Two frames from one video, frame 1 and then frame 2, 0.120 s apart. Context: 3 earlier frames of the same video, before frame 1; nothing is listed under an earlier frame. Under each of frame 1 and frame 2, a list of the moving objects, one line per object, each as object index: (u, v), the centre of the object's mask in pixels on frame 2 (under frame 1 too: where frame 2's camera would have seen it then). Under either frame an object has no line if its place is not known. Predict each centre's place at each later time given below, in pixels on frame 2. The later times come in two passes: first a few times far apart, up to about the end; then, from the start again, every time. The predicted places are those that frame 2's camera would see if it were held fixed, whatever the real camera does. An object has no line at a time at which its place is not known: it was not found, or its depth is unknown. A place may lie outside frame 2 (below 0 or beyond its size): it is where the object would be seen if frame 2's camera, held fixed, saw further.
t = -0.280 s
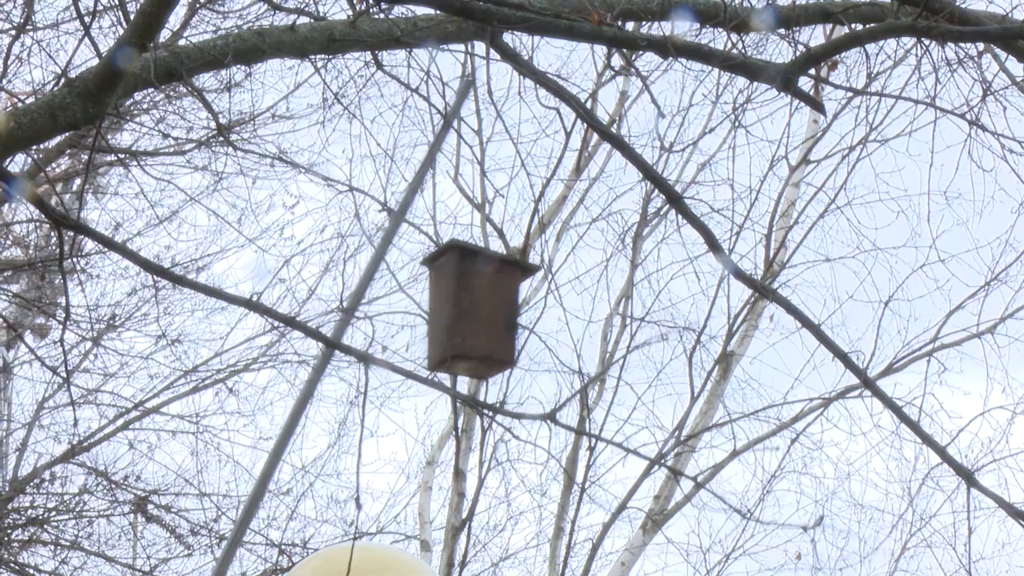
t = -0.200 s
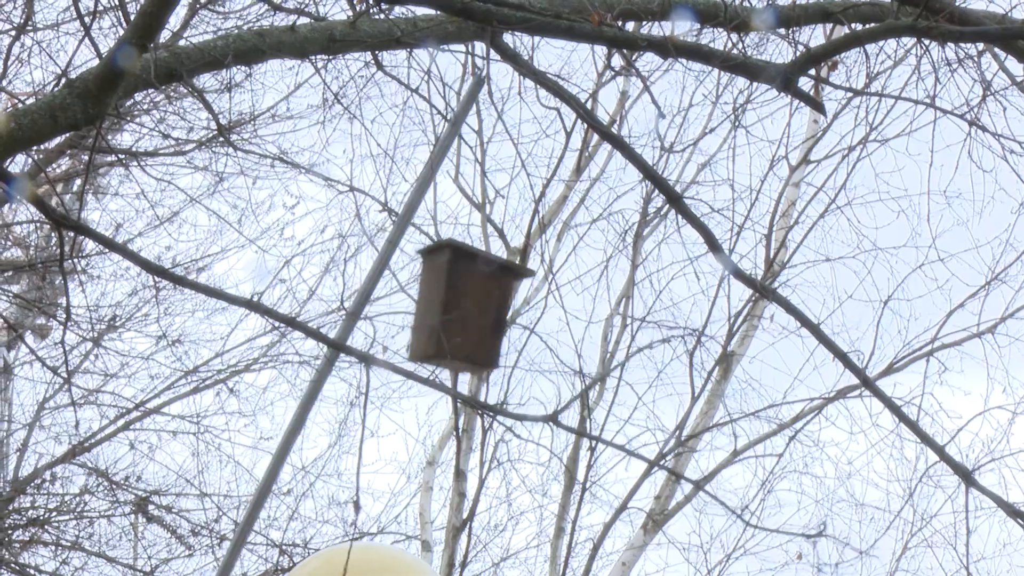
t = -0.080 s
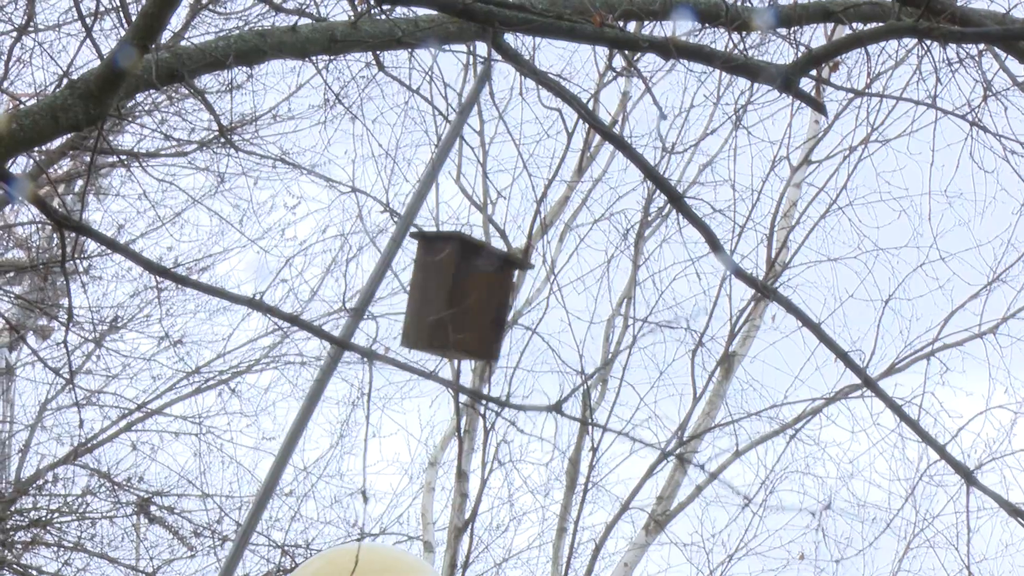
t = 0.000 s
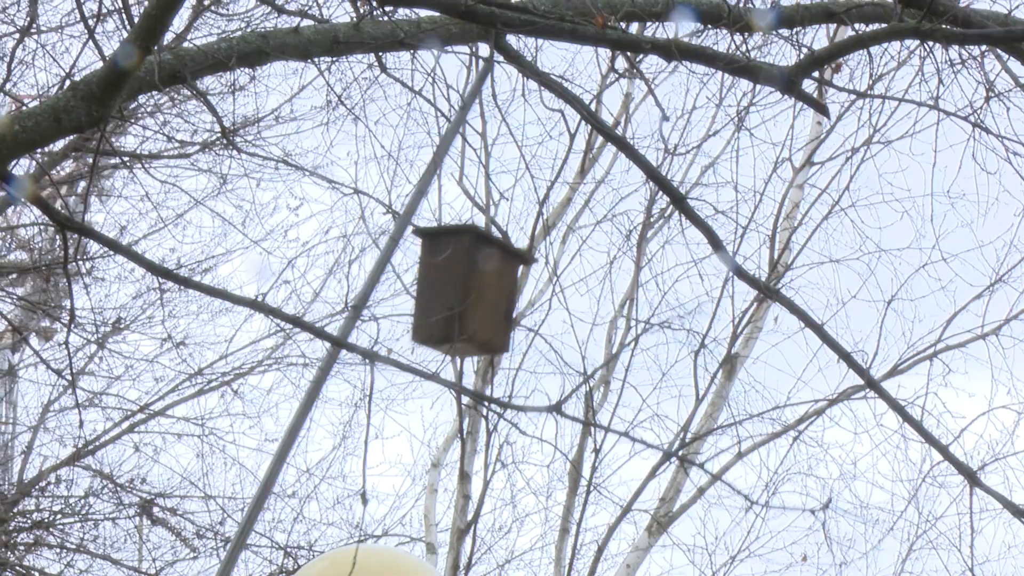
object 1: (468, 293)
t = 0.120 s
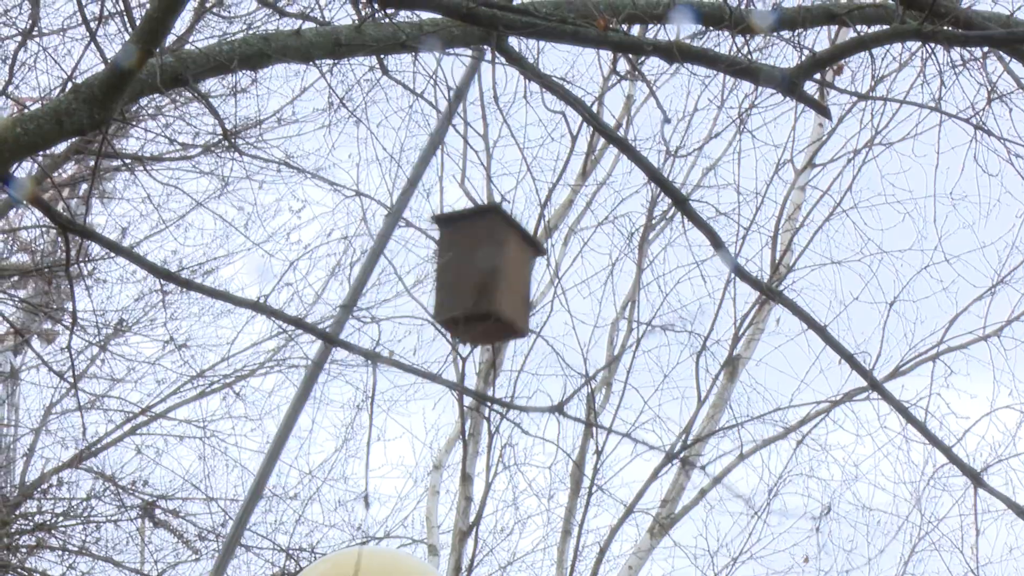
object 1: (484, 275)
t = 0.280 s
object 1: (509, 258)
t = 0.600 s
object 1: (531, 253)
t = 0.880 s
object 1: (519, 254)
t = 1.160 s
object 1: (504, 250)
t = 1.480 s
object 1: (539, 259)
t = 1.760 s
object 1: (587, 274)
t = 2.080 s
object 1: (593, 276)
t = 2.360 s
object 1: (543, 272)
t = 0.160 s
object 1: (491, 268)
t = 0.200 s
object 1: (497, 262)
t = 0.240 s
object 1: (504, 259)
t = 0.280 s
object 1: (509, 258)
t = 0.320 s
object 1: (512, 258)
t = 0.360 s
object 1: (516, 260)
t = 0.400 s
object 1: (520, 263)
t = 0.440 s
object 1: (525, 262)
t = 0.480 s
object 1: (528, 261)
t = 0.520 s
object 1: (531, 258)
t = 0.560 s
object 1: (531, 256)
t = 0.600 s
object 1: (531, 253)
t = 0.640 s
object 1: (530, 251)
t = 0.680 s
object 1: (528, 251)
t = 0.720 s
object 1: (527, 252)
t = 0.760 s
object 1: (525, 253)
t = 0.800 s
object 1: (525, 254)
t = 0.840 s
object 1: (522, 254)
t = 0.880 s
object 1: (519, 254)
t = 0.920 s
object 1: (516, 254)
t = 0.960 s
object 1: (512, 254)
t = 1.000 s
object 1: (509, 254)
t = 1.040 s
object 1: (507, 254)
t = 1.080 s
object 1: (505, 254)
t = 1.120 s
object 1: (504, 252)
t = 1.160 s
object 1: (504, 250)
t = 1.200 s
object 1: (506, 248)
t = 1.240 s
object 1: (509, 247)
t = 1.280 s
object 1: (513, 246)
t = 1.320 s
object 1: (517, 246)
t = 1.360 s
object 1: (522, 247)
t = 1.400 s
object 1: (527, 249)
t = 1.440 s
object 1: (533, 254)
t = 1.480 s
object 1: (539, 259)
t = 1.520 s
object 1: (546, 265)
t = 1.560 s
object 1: (552, 269)
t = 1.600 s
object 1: (561, 270)
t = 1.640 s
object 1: (569, 273)
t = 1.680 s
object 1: (576, 275)
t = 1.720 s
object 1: (582, 275)
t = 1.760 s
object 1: (587, 274)
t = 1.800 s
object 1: (592, 274)
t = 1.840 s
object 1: (596, 274)
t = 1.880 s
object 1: (599, 276)
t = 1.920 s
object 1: (601, 277)
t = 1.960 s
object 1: (602, 277)
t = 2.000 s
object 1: (600, 277)
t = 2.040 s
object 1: (597, 276)
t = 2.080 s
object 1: (593, 276)
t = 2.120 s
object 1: (587, 278)
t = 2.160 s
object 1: (580, 280)
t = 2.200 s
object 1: (573, 283)
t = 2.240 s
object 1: (566, 284)
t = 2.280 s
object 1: (558, 282)
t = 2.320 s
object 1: (550, 278)
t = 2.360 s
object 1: (543, 272)
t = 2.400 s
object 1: (535, 267)
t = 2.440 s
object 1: (529, 261)
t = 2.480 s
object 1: (526, 257)
